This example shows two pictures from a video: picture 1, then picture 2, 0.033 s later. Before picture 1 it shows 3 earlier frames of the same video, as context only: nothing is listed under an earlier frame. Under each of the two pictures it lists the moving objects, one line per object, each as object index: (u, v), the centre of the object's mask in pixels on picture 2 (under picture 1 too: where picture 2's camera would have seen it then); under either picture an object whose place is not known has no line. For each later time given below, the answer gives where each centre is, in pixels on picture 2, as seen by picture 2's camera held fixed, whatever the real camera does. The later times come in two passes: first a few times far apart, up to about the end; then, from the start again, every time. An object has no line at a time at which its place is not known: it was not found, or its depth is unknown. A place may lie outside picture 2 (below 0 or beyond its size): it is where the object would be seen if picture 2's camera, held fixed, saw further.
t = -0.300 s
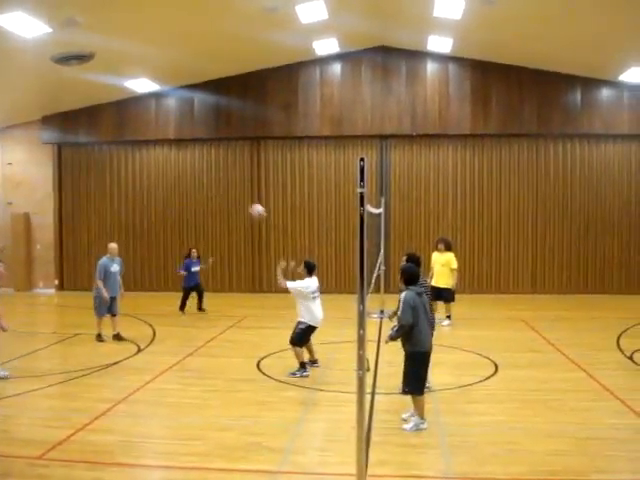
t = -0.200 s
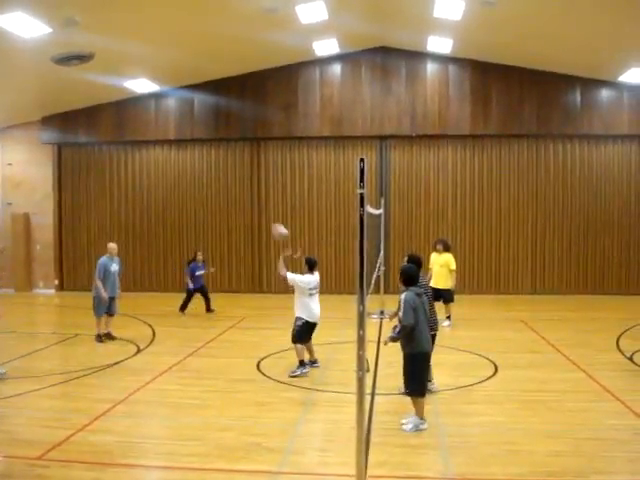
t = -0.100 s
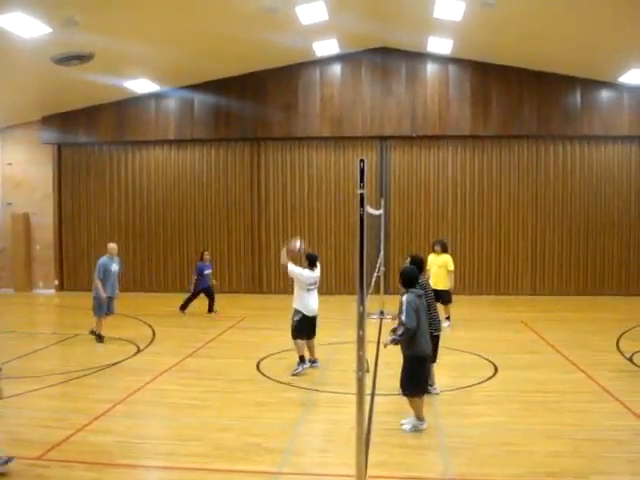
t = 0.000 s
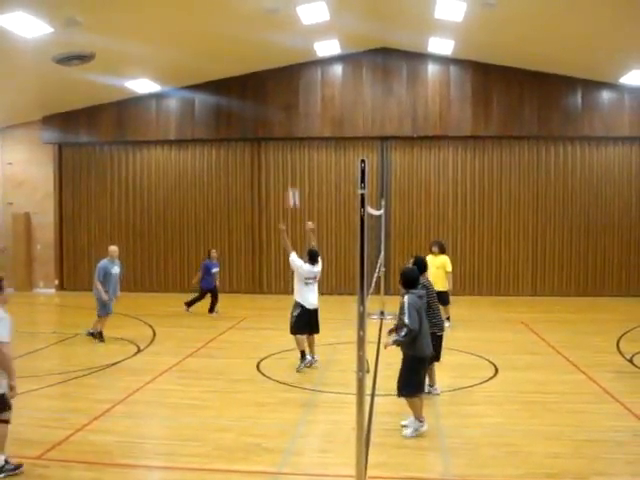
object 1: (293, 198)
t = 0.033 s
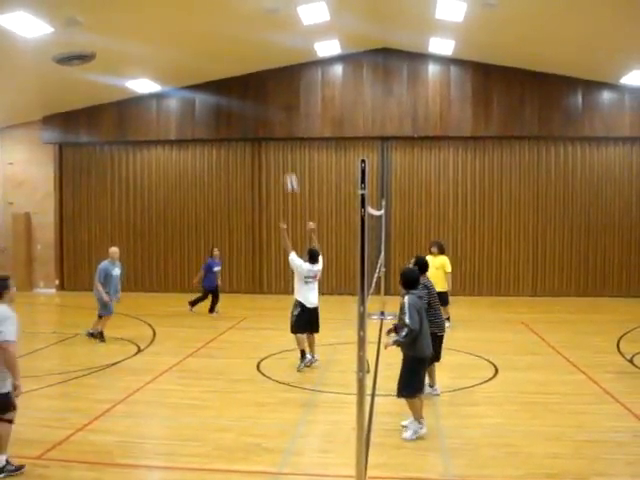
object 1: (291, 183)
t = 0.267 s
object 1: (277, 102)
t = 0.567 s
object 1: (260, 57)
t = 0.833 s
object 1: (247, 61)
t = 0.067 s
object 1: (289, 168)
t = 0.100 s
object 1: (287, 154)
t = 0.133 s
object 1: (284, 141)
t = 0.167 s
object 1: (282, 130)
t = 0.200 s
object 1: (280, 120)
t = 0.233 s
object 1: (279, 110)
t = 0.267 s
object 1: (277, 102)
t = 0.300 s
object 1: (274, 94)
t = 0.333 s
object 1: (272, 87)
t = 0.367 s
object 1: (270, 80)
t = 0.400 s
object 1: (269, 74)
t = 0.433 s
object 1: (267, 70)
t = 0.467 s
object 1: (266, 66)
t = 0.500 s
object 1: (263, 61)
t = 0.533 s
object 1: (262, 59)
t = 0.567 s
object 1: (260, 57)
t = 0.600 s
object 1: (258, 55)
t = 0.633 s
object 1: (257, 54)
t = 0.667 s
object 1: (255, 54)
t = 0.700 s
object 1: (253, 55)
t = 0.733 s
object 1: (252, 56)
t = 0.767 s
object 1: (250, 57)
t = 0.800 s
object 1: (249, 58)
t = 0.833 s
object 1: (247, 61)
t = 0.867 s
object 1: (245, 64)
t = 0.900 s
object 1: (242, 71)
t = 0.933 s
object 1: (240, 77)
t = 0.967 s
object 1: (238, 81)
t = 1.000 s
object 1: (236, 87)
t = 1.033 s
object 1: (234, 93)
